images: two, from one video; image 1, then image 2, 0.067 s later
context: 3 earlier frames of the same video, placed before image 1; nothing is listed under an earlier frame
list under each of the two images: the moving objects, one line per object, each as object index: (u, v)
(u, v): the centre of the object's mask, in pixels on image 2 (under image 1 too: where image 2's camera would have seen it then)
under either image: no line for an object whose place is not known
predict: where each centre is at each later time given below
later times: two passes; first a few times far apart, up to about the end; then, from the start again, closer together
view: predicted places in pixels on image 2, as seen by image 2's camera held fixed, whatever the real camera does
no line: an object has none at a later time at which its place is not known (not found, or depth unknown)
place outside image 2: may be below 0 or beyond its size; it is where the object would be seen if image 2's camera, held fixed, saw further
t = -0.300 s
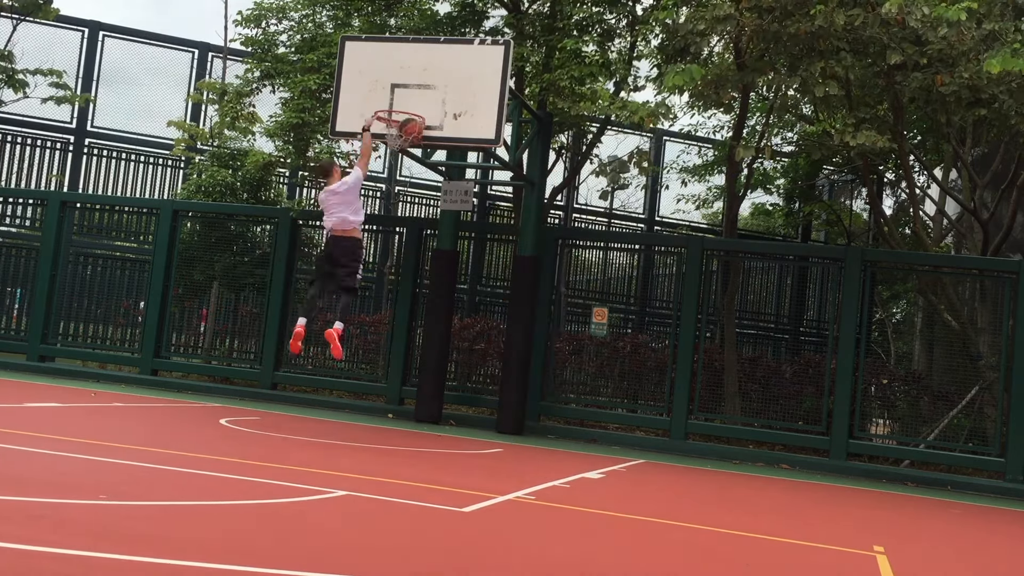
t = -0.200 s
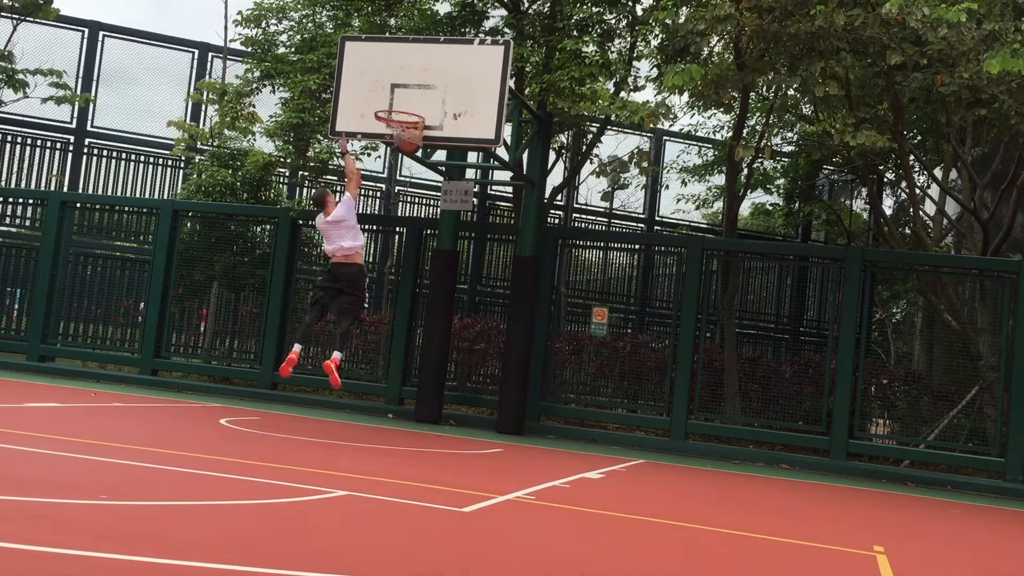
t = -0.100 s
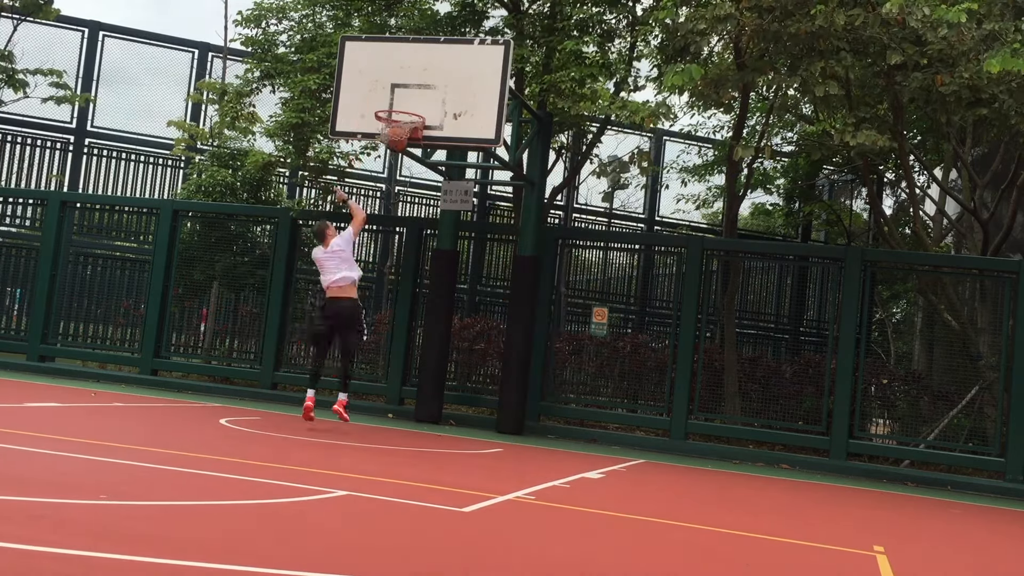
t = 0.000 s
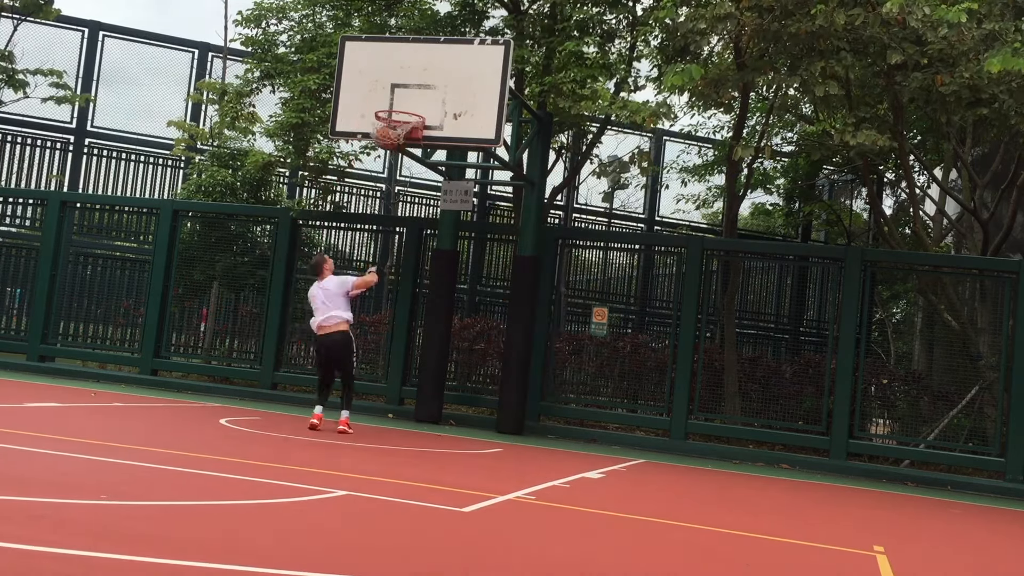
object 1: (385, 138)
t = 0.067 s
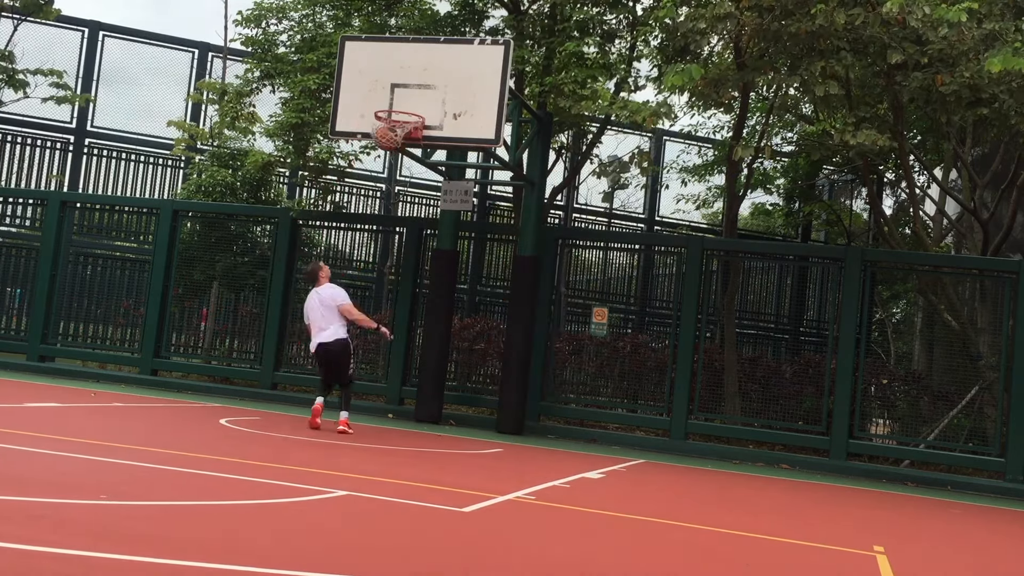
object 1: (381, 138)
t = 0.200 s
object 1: (392, 151)
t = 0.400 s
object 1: (407, 169)
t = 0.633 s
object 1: (413, 244)
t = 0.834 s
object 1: (411, 355)
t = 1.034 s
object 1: (416, 371)
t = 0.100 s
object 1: (386, 140)
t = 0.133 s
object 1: (388, 149)
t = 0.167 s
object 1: (388, 149)
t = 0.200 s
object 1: (392, 151)
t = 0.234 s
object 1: (396, 152)
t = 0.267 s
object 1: (399, 153)
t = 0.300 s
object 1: (402, 155)
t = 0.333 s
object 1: (404, 158)
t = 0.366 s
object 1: (405, 163)
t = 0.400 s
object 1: (407, 169)
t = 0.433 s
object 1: (408, 176)
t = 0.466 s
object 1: (409, 185)
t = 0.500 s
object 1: (410, 195)
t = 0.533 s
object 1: (410, 206)
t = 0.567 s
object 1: (412, 217)
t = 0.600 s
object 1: (413, 230)
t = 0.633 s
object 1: (413, 244)
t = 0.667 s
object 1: (413, 261)
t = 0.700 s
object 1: (413, 277)
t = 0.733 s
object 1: (412, 294)
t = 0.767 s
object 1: (412, 313)
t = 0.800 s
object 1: (411, 333)
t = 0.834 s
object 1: (411, 355)
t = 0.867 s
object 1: (411, 377)
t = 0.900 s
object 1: (409, 402)
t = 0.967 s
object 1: (411, 411)
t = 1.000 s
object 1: (414, 390)
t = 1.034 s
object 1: (416, 371)
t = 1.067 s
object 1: (419, 353)
